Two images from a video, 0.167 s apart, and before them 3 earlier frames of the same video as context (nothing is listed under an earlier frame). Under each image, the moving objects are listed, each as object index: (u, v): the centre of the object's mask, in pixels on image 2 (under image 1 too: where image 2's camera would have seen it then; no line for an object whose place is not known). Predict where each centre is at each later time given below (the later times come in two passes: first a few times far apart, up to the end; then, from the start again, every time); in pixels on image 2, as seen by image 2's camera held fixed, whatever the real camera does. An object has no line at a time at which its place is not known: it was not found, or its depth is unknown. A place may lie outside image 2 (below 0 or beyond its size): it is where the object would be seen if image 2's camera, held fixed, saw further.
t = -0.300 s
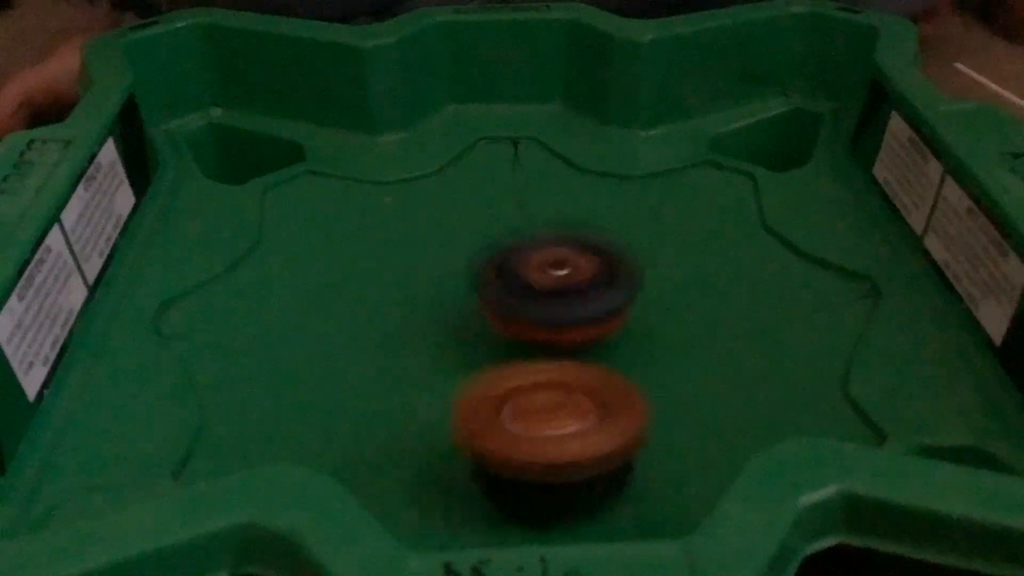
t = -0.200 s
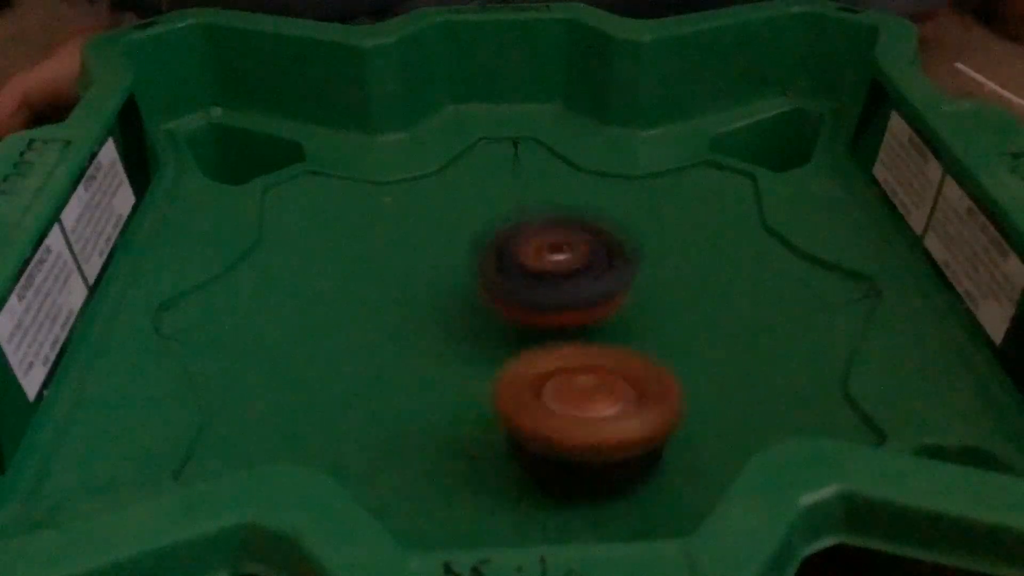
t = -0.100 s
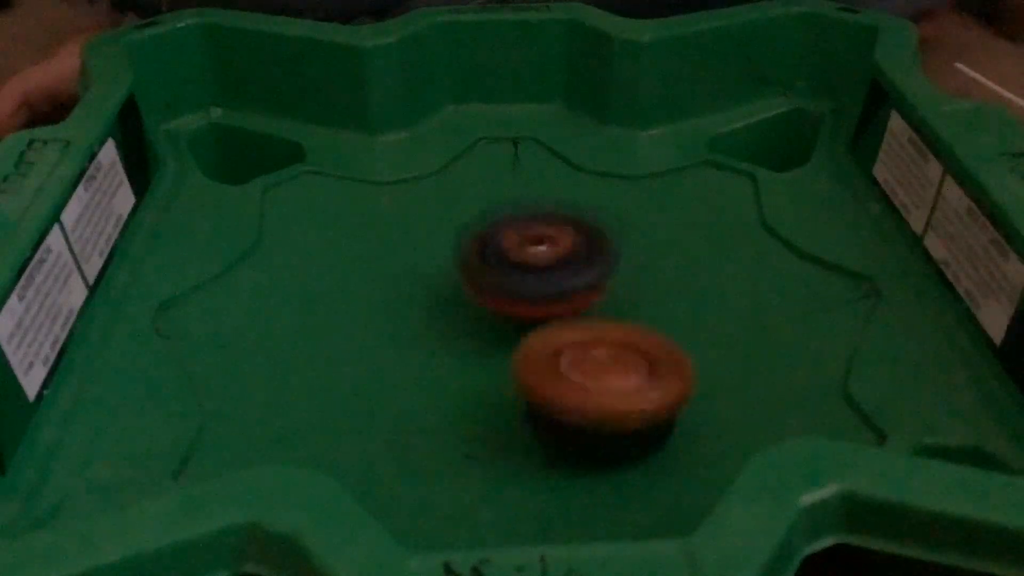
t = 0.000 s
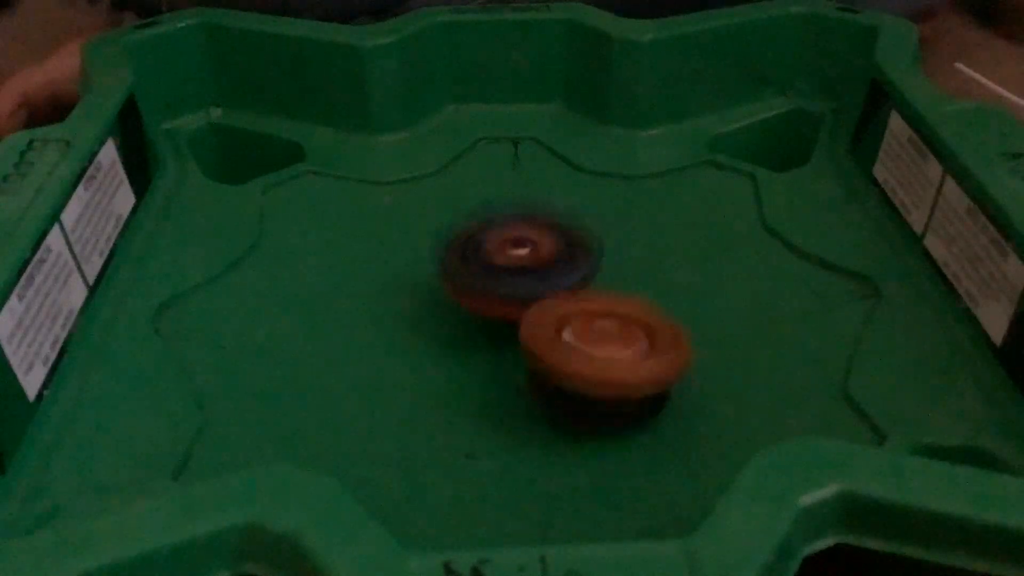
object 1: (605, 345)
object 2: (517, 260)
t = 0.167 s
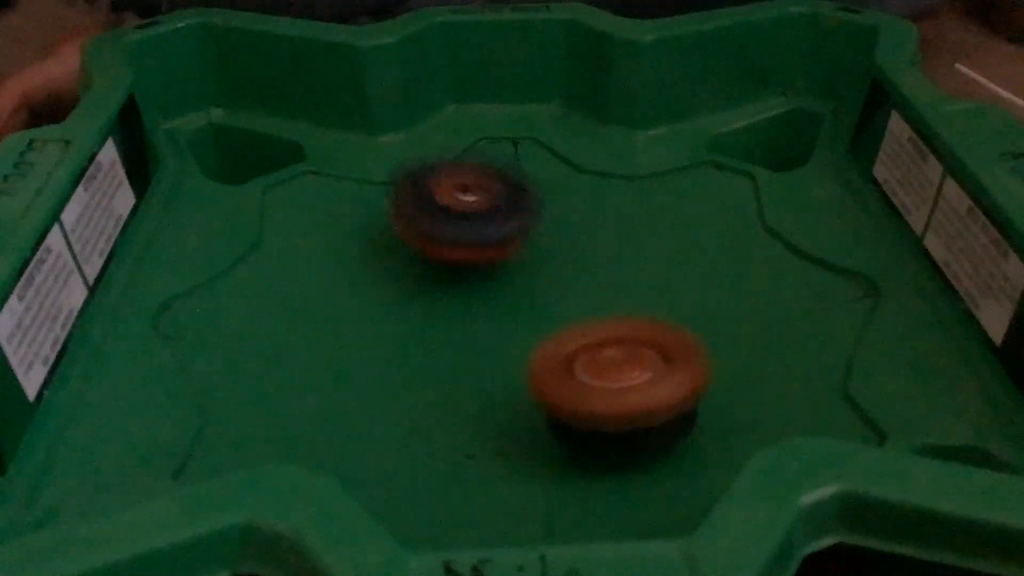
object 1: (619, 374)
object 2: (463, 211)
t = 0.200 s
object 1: (621, 373)
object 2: (452, 204)
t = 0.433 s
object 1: (593, 340)
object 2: (411, 240)
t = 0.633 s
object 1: (591, 333)
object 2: (449, 263)
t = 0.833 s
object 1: (692, 372)
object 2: (486, 235)
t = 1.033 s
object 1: (737, 376)
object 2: (512, 222)
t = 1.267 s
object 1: (672, 357)
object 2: (558, 251)
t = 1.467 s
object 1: (419, 429)
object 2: (634, 196)
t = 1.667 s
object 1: (118, 467)
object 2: (649, 174)
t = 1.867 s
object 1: (80, 475)
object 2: (632, 224)
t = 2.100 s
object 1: (94, 466)
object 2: (529, 283)
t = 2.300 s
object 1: (94, 466)
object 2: (487, 283)
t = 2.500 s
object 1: (94, 466)
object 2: (502, 277)
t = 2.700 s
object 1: (94, 466)
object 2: (540, 292)
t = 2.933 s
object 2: (516, 314)
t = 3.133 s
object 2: (484, 307)
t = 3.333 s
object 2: (497, 283)
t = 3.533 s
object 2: (540, 285)
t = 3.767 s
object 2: (550, 310)
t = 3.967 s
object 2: (506, 315)
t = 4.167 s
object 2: (492, 295)
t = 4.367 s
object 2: (525, 286)
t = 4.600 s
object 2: (555, 302)
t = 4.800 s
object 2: (524, 316)
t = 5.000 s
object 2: (500, 305)
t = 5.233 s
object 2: (528, 295)
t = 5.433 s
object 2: (544, 307)
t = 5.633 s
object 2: (518, 311)
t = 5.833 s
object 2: (512, 304)
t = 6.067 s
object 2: (515, 310)
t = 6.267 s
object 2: (514, 306)
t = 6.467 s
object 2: (516, 307)
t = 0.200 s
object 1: (621, 373)
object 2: (452, 204)
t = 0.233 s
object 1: (623, 371)
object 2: (440, 200)
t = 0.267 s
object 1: (623, 367)
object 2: (427, 200)
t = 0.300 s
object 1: (620, 362)
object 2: (416, 200)
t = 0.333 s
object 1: (615, 358)
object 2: (407, 207)
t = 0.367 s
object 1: (610, 352)
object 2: (405, 217)
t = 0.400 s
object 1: (602, 346)
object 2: (406, 228)
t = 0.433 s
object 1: (593, 340)
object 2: (411, 240)
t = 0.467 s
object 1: (585, 334)
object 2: (424, 254)
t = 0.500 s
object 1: (574, 328)
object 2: (438, 262)
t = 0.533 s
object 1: (581, 332)
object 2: (443, 264)
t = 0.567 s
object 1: (589, 335)
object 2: (445, 263)
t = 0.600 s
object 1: (590, 335)
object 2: (447, 264)
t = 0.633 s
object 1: (591, 333)
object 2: (449, 263)
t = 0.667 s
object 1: (591, 329)
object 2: (454, 263)
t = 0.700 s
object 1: (592, 332)
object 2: (463, 263)
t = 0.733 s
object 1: (619, 351)
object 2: (468, 255)
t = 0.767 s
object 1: (646, 357)
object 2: (474, 244)
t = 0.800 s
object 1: (670, 364)
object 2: (478, 241)
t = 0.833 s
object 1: (692, 372)
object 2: (486, 235)
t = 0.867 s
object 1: (704, 374)
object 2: (490, 231)
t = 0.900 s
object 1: (714, 375)
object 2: (494, 227)
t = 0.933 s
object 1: (724, 377)
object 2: (499, 225)
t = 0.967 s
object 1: (731, 377)
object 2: (506, 223)
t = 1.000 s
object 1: (737, 377)
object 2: (511, 220)
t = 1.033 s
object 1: (737, 376)
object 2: (512, 222)
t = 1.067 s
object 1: (737, 376)
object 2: (517, 224)
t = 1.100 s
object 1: (731, 373)
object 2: (523, 225)
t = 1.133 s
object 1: (722, 372)
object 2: (530, 230)
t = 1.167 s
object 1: (710, 369)
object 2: (535, 233)
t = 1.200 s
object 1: (698, 366)
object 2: (544, 240)
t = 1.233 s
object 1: (687, 363)
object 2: (551, 243)
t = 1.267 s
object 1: (672, 357)
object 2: (558, 251)
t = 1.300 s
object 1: (659, 352)
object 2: (568, 256)
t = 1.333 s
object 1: (645, 347)
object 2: (573, 259)
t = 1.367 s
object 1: (628, 348)
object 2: (584, 260)
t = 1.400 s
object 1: (574, 367)
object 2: (604, 234)
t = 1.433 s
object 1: (495, 403)
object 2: (620, 212)
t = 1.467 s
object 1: (419, 429)
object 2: (634, 196)
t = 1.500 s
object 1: (357, 434)
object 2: (641, 184)
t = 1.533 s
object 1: (294, 423)
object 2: (645, 179)
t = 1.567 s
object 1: (245, 425)
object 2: (647, 175)
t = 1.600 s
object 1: (190, 443)
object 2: (648, 174)
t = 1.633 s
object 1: (150, 454)
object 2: (648, 173)
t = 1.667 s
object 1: (118, 467)
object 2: (649, 174)
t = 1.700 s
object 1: (97, 467)
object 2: (651, 178)
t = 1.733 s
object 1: (92, 468)
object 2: (651, 184)
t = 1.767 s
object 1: (85, 471)
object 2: (650, 193)
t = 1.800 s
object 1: (80, 472)
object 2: (646, 202)
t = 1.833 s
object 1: (79, 473)
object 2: (640, 212)
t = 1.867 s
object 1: (80, 475)
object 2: (632, 224)
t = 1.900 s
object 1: (84, 475)
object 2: (620, 235)
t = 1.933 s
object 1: (89, 475)
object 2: (608, 247)
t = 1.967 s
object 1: (90, 470)
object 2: (594, 255)
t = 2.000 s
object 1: (91, 467)
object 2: (579, 263)
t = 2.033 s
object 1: (93, 466)
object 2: (561, 271)
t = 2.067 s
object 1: (93, 466)
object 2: (545, 277)
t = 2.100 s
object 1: (94, 466)
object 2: (529, 283)
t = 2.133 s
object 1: (93, 466)
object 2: (516, 286)
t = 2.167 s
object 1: (94, 466)
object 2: (505, 287)
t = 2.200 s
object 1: (93, 466)
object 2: (497, 289)
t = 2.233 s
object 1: (94, 466)
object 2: (491, 288)
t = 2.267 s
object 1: (94, 466)
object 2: (488, 284)
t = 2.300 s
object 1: (94, 466)
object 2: (487, 283)
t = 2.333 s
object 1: (94, 466)
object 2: (485, 282)
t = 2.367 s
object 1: (94, 466)
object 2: (486, 279)
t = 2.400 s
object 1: (94, 466)
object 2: (488, 279)
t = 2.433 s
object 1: (94, 466)
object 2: (492, 278)
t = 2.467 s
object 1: (94, 466)
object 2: (498, 276)
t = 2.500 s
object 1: (94, 466)
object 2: (502, 277)
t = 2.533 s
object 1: (94, 466)
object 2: (511, 278)
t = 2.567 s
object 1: (94, 466)
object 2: (519, 280)
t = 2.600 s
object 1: (94, 466)
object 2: (525, 280)
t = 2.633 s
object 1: (94, 466)
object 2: (534, 284)
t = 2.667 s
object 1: (94, 466)
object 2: (536, 287)
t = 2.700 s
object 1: (94, 466)
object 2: (540, 292)
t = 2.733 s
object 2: (541, 297)
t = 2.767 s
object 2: (542, 301)
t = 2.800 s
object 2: (539, 305)
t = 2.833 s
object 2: (536, 308)
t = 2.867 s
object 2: (527, 310)
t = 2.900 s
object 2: (522, 313)
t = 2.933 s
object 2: (516, 314)
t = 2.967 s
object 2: (508, 315)
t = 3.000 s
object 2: (500, 316)
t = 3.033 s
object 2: (496, 315)
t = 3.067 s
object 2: (492, 310)
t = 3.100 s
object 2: (487, 310)
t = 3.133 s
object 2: (484, 307)
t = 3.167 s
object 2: (482, 301)
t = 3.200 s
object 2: (483, 296)
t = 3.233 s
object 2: (485, 292)
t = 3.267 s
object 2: (488, 289)
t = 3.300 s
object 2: (493, 285)
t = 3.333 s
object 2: (497, 283)
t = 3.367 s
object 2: (505, 280)
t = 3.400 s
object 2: (512, 280)
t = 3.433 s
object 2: (518, 280)
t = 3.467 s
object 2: (528, 281)
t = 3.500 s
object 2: (535, 281)
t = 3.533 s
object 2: (540, 285)
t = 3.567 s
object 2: (547, 288)
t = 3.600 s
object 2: (551, 290)
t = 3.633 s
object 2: (554, 293)
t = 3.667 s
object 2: (554, 296)
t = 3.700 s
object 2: (555, 301)
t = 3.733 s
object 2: (553, 305)
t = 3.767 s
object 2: (550, 310)
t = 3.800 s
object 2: (545, 313)
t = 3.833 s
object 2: (537, 316)
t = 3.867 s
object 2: (530, 317)
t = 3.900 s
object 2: (520, 315)
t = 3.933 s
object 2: (511, 315)
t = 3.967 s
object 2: (506, 315)
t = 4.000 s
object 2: (501, 313)
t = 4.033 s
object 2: (497, 309)
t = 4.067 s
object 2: (493, 307)
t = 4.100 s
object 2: (492, 303)
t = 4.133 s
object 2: (491, 299)
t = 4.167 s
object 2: (492, 295)
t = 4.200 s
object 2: (496, 292)
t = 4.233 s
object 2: (502, 290)
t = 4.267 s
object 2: (507, 288)
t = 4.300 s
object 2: (512, 286)
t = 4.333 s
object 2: (518, 285)
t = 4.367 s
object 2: (525, 286)
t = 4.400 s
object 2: (530, 288)
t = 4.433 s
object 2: (538, 287)
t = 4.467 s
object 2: (545, 288)
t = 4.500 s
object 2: (548, 292)
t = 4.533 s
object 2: (551, 295)
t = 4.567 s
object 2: (553, 297)
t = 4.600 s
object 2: (555, 302)
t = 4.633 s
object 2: (552, 305)
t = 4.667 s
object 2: (548, 308)
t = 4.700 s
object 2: (542, 309)
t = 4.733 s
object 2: (538, 314)
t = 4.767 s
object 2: (533, 316)
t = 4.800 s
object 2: (524, 316)
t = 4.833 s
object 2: (516, 315)
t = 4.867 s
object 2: (508, 314)
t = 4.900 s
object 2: (504, 312)
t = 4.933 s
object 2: (501, 309)
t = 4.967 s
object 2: (500, 308)
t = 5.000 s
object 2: (500, 305)
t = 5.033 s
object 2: (500, 303)
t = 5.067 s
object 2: (501, 300)
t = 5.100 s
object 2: (504, 299)
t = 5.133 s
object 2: (508, 298)
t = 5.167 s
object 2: (514, 296)
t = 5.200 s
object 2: (521, 296)
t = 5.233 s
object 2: (528, 295)
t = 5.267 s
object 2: (533, 296)
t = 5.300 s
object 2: (537, 296)
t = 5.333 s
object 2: (540, 301)
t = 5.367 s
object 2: (541, 304)
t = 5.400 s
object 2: (542, 304)
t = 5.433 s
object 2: (544, 307)
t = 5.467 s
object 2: (543, 309)
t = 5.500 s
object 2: (539, 309)
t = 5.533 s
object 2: (532, 311)
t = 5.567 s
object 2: (527, 314)
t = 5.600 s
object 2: (523, 314)
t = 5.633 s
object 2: (518, 311)
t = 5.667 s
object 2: (513, 310)
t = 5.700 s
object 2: (508, 308)
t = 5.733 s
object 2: (508, 307)
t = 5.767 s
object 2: (510, 305)
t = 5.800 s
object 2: (510, 303)
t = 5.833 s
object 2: (512, 304)
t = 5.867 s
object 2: (513, 304)
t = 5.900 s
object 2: (515, 304)
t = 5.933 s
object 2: (515, 305)
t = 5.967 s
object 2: (517, 307)
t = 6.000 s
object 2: (516, 307)
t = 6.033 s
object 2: (511, 310)
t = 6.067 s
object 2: (515, 310)
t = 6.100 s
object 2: (511, 309)
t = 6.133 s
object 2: (511, 313)
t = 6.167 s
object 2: (511, 307)
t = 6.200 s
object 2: (513, 304)
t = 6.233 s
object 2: (513, 305)
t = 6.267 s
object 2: (514, 306)
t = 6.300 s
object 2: (516, 309)
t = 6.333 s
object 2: (515, 308)
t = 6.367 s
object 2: (516, 306)
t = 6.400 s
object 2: (514, 307)
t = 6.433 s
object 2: (516, 307)
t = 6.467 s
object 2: (516, 307)
